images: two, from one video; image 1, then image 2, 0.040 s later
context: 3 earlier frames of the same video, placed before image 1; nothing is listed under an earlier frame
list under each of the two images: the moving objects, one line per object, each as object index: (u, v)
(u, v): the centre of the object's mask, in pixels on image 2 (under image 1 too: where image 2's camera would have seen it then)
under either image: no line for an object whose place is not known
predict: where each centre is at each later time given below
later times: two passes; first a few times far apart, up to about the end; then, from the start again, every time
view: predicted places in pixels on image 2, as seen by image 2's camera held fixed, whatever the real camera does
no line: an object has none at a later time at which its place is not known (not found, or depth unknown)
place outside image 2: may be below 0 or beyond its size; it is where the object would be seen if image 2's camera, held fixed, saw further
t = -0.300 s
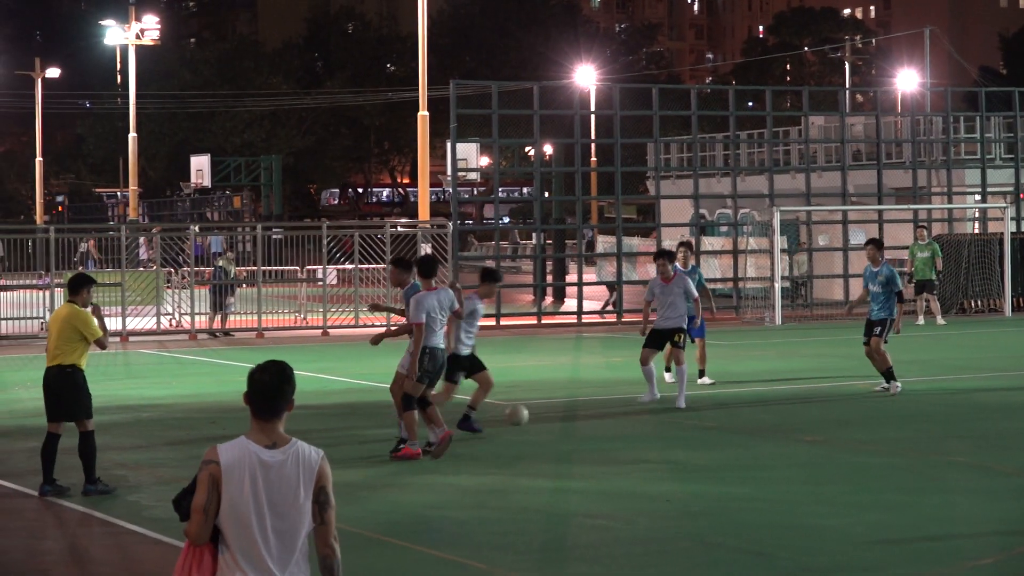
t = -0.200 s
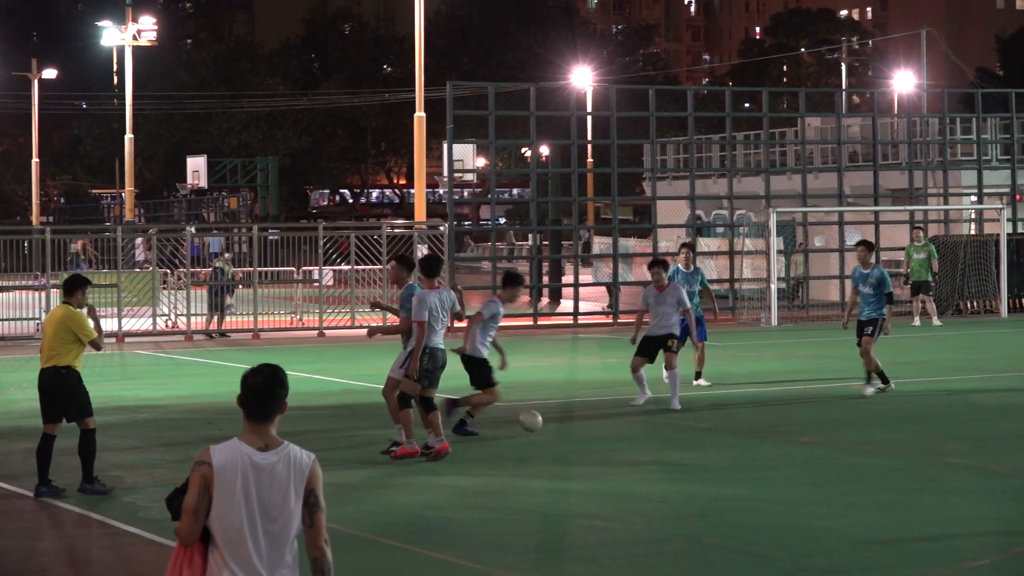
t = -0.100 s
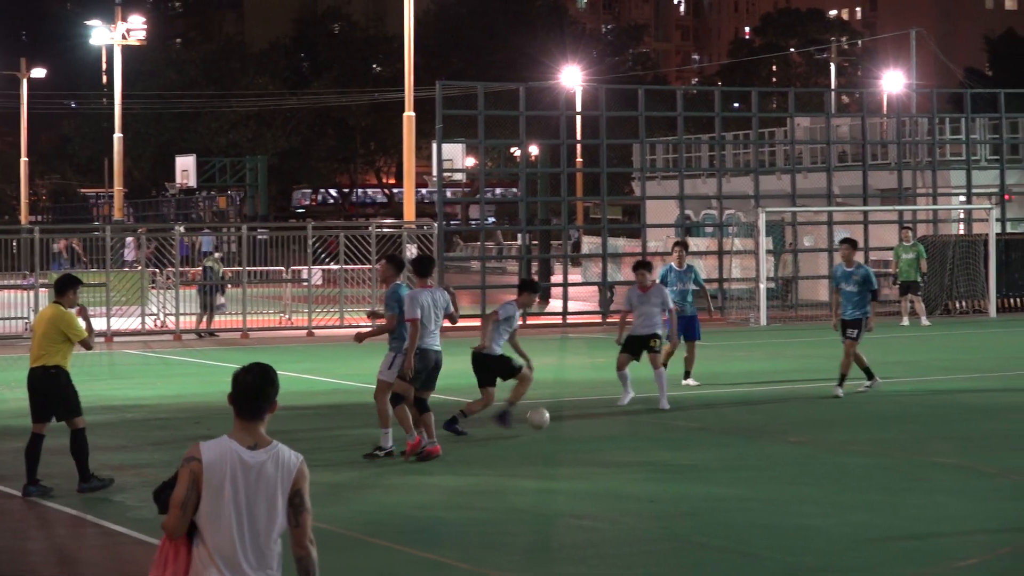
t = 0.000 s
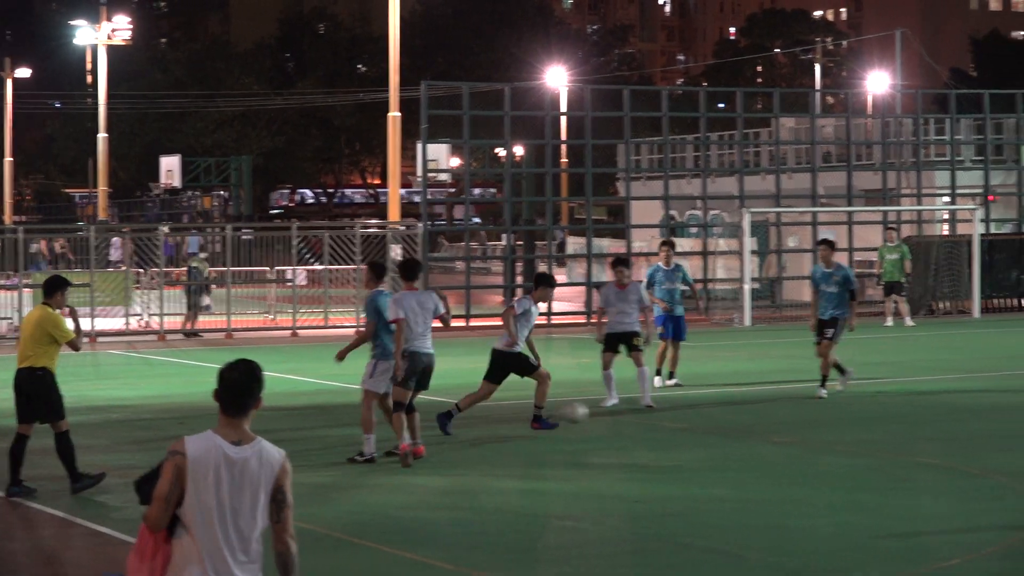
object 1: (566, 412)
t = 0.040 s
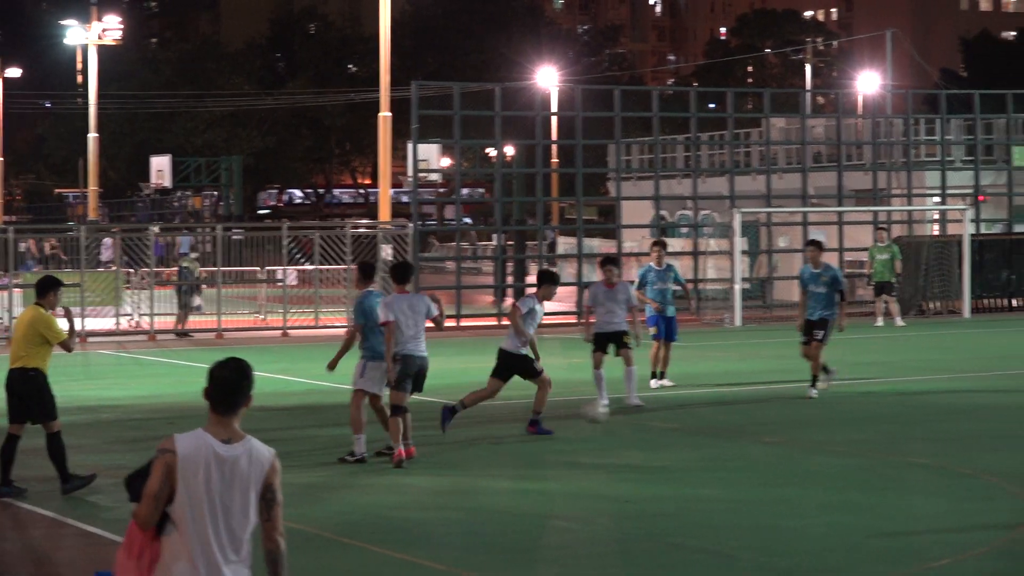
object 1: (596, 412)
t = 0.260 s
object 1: (745, 417)
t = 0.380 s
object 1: (808, 416)
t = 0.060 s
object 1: (611, 413)
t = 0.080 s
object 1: (627, 413)
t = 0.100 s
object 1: (641, 415)
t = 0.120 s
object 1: (657, 416)
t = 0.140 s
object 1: (672, 419)
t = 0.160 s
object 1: (686, 421)
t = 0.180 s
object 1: (701, 424)
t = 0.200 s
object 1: (712, 422)
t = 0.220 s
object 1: (724, 421)
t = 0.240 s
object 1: (734, 418)
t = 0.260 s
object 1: (745, 417)
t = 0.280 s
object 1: (755, 416)
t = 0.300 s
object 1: (765, 415)
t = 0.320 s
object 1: (776, 414)
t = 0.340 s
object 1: (787, 414)
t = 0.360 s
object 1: (798, 415)
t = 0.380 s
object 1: (808, 416)
